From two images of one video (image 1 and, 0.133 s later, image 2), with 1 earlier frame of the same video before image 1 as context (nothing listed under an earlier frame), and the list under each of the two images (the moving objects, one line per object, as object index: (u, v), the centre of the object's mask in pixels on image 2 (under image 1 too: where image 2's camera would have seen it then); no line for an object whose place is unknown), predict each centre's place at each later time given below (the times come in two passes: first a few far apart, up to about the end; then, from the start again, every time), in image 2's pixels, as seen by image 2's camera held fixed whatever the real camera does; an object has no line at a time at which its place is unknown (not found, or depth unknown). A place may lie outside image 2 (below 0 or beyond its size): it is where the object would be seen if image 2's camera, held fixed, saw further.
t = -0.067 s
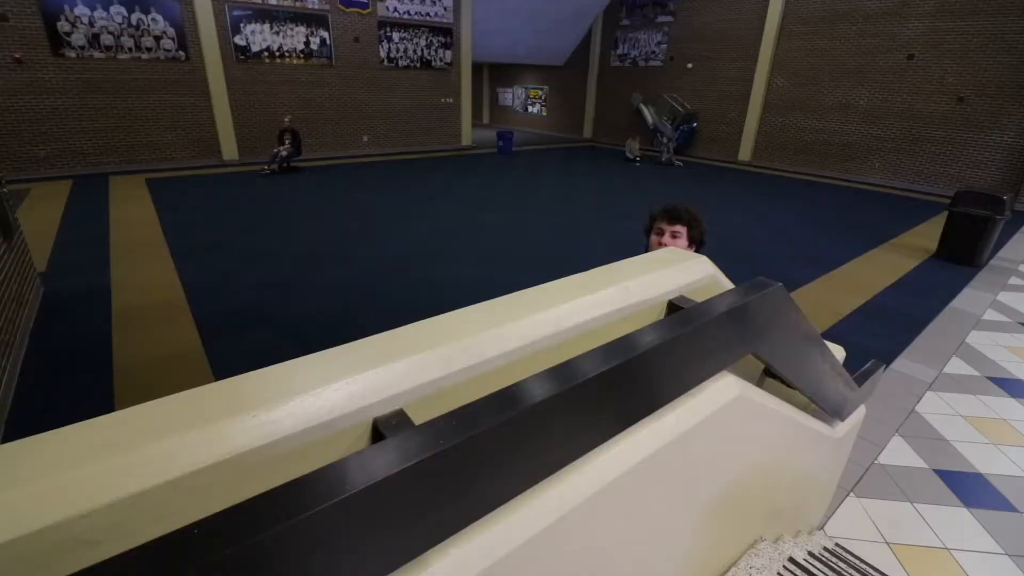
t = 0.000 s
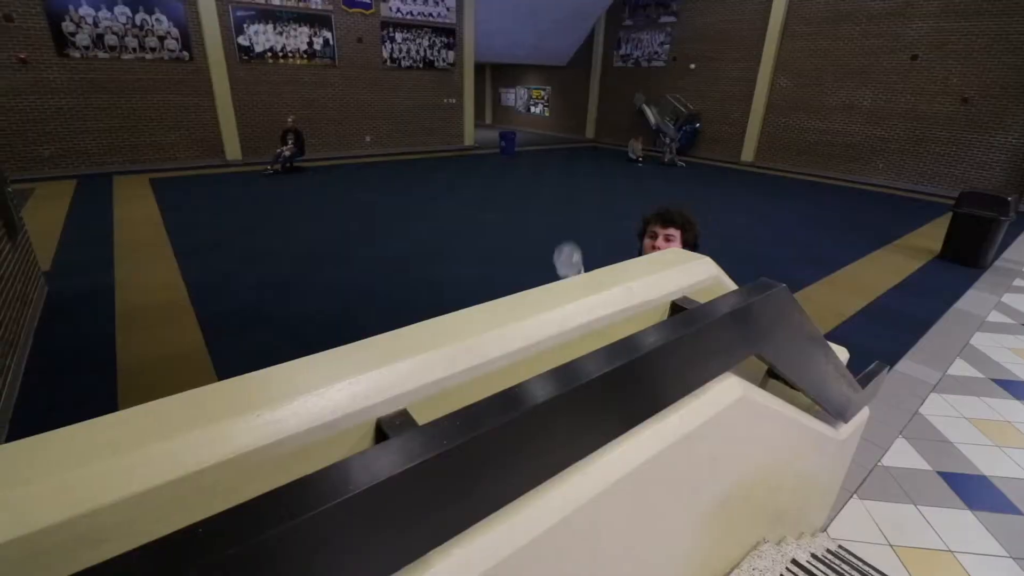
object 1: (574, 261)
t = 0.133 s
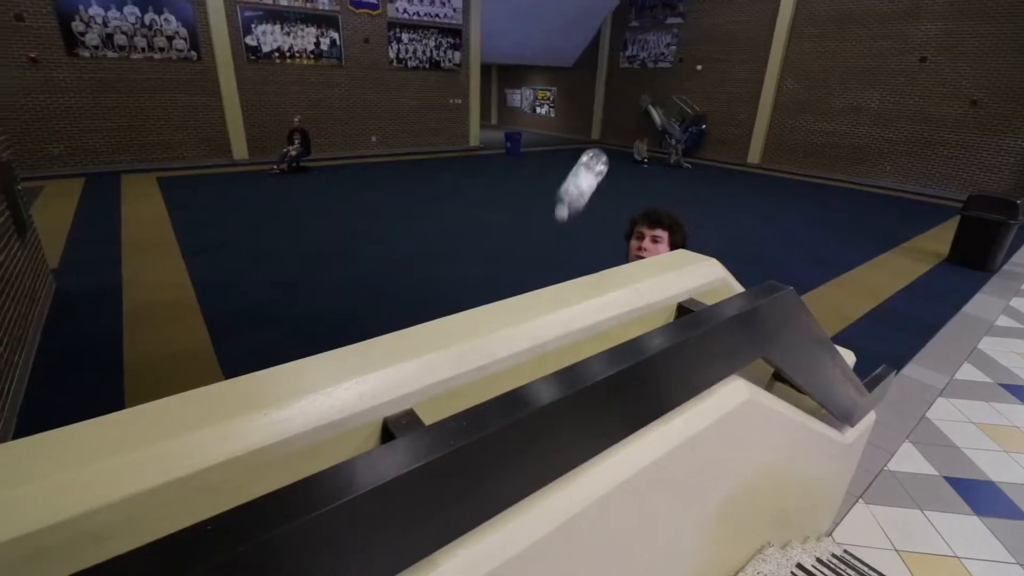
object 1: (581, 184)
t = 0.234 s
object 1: (593, 138)
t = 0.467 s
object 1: (602, 241)
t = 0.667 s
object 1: (603, 247)
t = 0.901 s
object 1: (603, 247)
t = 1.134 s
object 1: (605, 247)
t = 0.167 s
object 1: (585, 164)
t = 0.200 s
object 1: (588, 148)
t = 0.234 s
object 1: (593, 138)
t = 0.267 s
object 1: (597, 135)
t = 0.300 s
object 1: (599, 139)
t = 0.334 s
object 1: (601, 150)
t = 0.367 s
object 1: (603, 168)
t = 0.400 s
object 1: (602, 191)
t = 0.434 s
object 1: (602, 221)
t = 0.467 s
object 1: (602, 241)
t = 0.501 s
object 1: (604, 243)
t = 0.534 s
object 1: (605, 245)
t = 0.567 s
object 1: (605, 246)
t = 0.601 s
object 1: (604, 247)
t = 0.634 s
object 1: (603, 247)
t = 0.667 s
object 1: (603, 247)
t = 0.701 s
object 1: (603, 247)
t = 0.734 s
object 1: (604, 248)
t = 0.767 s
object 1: (603, 247)
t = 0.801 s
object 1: (603, 247)
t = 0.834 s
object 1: (603, 247)
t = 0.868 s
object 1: (603, 247)
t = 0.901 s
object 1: (603, 247)
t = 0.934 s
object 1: (603, 247)
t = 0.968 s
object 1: (603, 247)
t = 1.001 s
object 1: (603, 247)
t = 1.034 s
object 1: (603, 247)
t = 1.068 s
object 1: (604, 247)
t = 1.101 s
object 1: (604, 247)
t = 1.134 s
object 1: (605, 247)
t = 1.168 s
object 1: (606, 247)
